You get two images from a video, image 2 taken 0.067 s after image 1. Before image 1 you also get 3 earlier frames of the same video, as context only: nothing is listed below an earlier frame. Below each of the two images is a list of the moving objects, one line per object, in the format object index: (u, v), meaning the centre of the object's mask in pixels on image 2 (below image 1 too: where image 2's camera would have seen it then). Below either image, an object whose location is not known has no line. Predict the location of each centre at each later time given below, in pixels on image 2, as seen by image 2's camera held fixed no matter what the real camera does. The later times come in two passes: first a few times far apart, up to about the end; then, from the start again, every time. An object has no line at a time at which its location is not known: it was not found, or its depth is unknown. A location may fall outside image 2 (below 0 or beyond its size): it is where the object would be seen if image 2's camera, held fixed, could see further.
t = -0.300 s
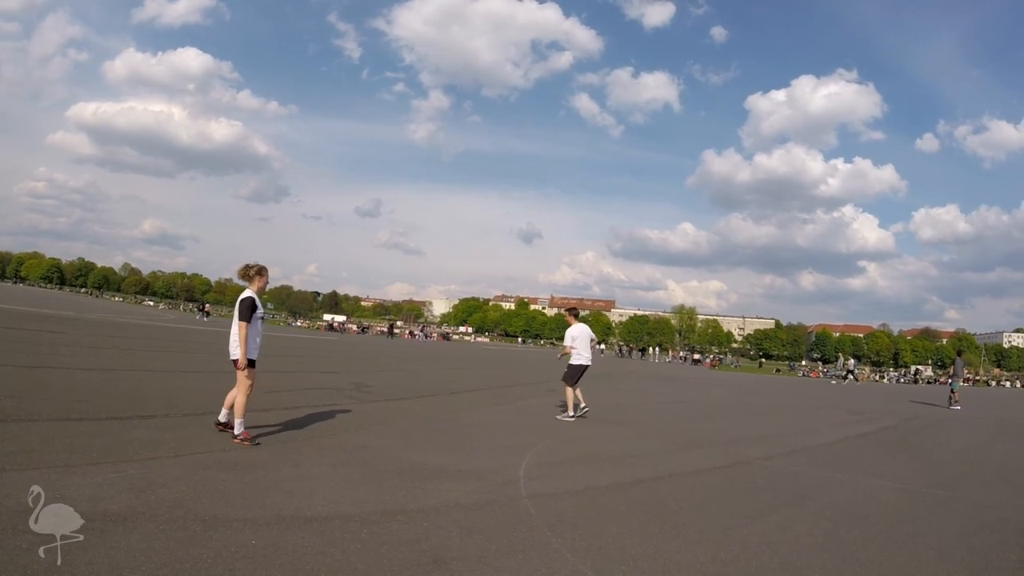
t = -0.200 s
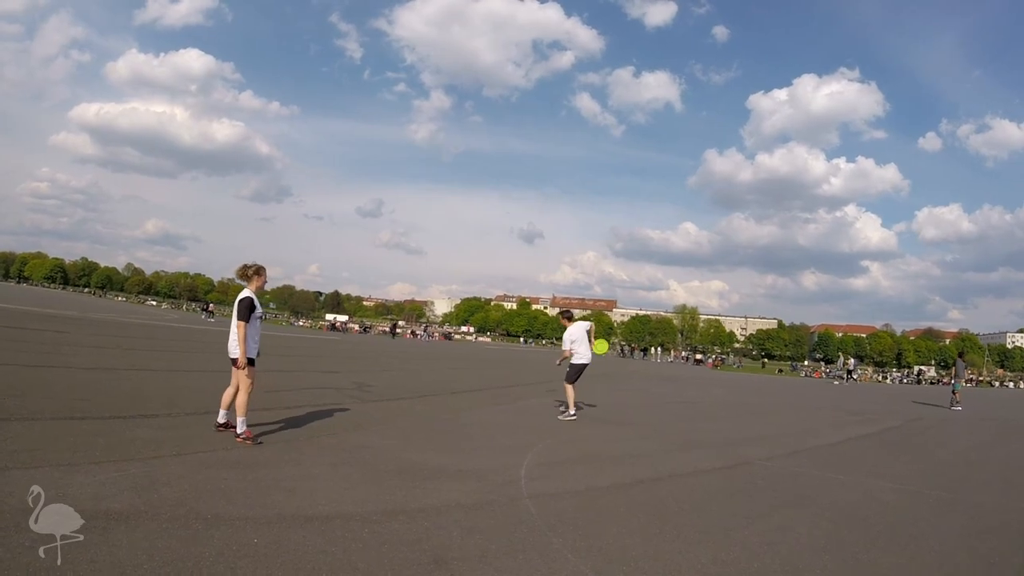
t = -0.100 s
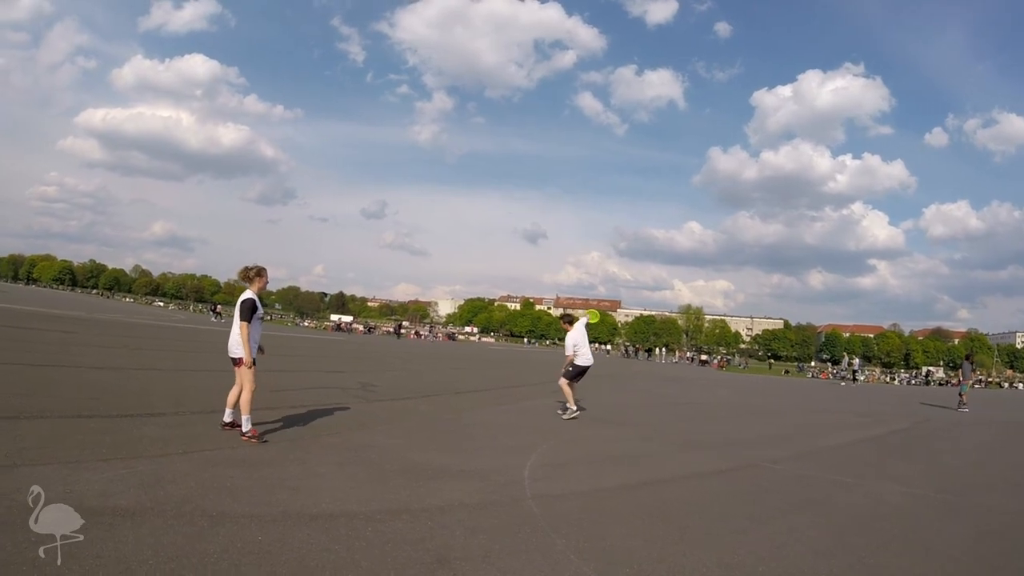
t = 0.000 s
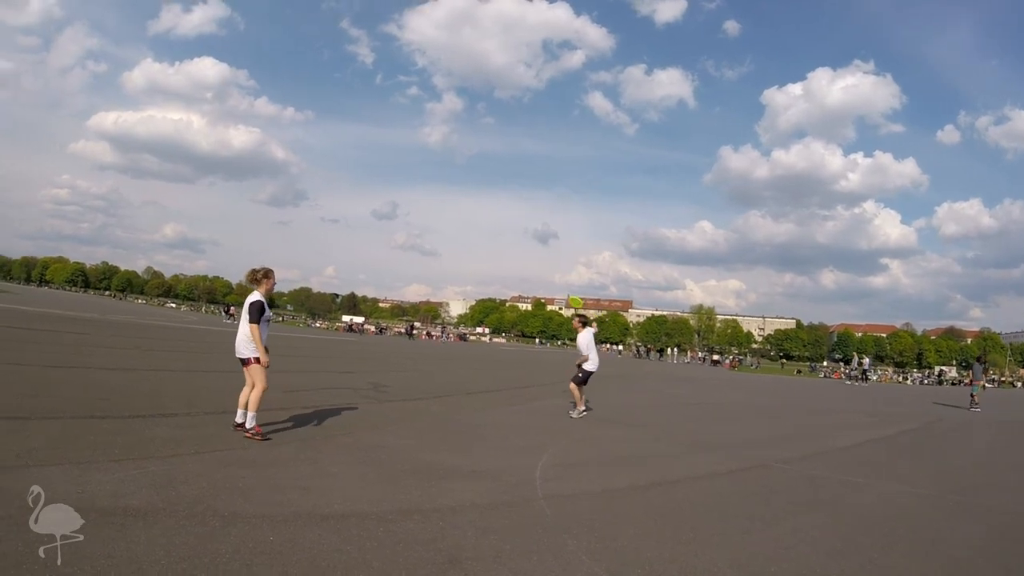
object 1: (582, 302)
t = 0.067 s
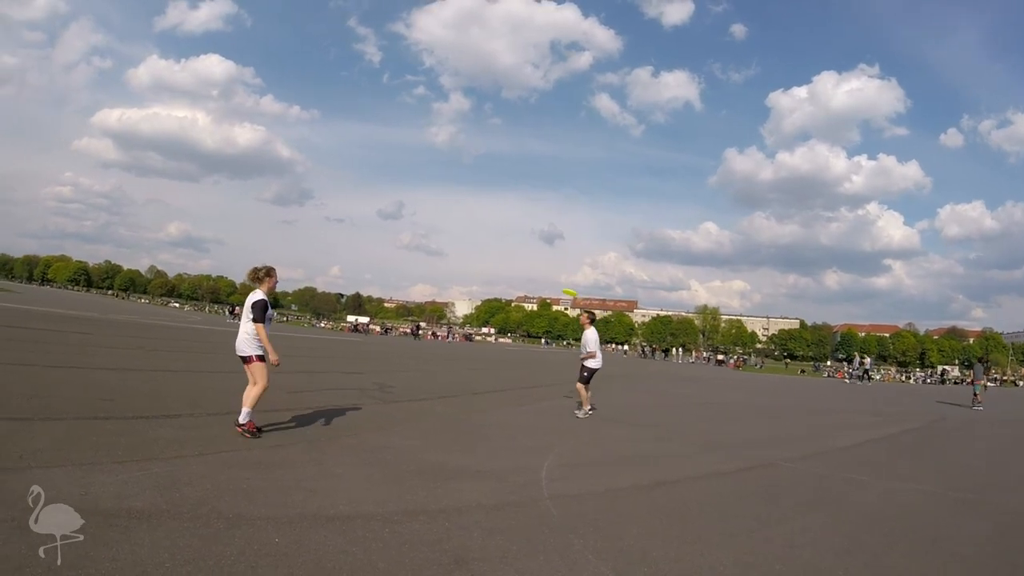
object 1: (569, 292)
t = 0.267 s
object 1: (532, 270)
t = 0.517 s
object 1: (482, 261)
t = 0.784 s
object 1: (422, 273)
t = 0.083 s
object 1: (566, 289)
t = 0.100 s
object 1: (564, 287)
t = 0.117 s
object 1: (560, 285)
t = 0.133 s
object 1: (557, 283)
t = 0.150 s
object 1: (555, 281)
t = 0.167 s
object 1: (551, 279)
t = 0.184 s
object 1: (549, 277)
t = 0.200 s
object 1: (545, 276)
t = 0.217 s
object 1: (542, 274)
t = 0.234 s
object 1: (539, 273)
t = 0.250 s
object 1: (536, 271)
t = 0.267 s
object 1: (532, 270)
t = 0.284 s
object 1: (529, 269)
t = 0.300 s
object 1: (526, 268)
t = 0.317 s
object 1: (523, 267)
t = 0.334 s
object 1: (520, 266)
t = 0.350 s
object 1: (517, 265)
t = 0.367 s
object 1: (513, 265)
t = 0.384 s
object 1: (510, 264)
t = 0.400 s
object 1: (507, 262)
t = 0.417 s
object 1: (503, 263)
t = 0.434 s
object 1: (500, 262)
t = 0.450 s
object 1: (496, 262)
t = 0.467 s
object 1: (493, 262)
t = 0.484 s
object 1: (489, 261)
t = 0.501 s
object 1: (486, 262)
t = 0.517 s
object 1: (482, 261)
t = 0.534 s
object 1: (477, 262)
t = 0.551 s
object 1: (474, 262)
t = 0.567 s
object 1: (470, 262)
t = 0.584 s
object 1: (467, 262)
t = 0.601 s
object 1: (463, 263)
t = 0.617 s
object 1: (459, 263)
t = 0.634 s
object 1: (455, 264)
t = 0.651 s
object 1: (452, 264)
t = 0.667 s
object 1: (448, 265)
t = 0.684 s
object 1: (444, 266)
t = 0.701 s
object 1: (440, 267)
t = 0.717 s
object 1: (436, 268)
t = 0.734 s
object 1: (432, 269)
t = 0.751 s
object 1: (429, 270)
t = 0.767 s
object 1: (426, 272)
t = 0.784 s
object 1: (422, 273)
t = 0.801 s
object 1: (418, 274)
